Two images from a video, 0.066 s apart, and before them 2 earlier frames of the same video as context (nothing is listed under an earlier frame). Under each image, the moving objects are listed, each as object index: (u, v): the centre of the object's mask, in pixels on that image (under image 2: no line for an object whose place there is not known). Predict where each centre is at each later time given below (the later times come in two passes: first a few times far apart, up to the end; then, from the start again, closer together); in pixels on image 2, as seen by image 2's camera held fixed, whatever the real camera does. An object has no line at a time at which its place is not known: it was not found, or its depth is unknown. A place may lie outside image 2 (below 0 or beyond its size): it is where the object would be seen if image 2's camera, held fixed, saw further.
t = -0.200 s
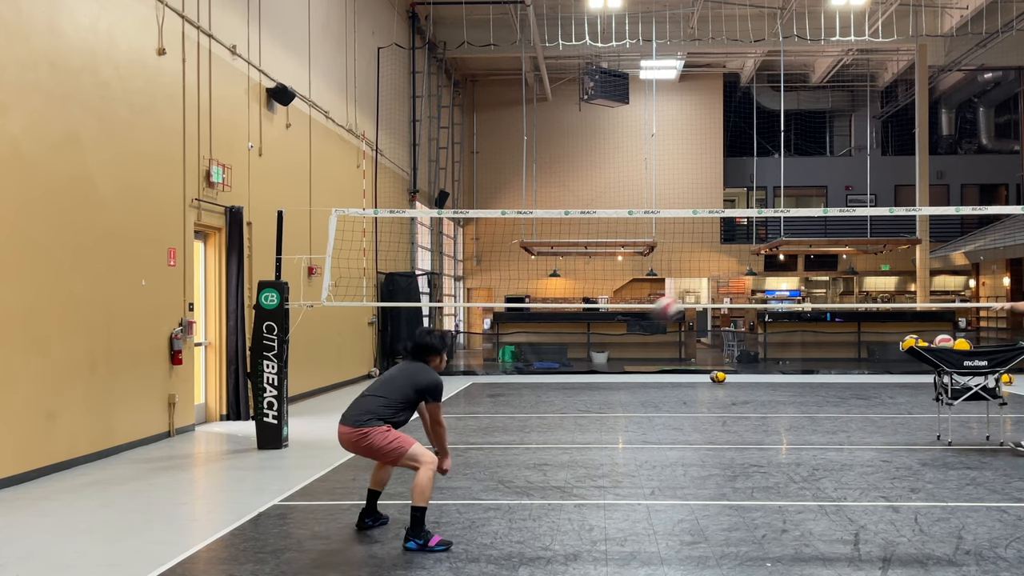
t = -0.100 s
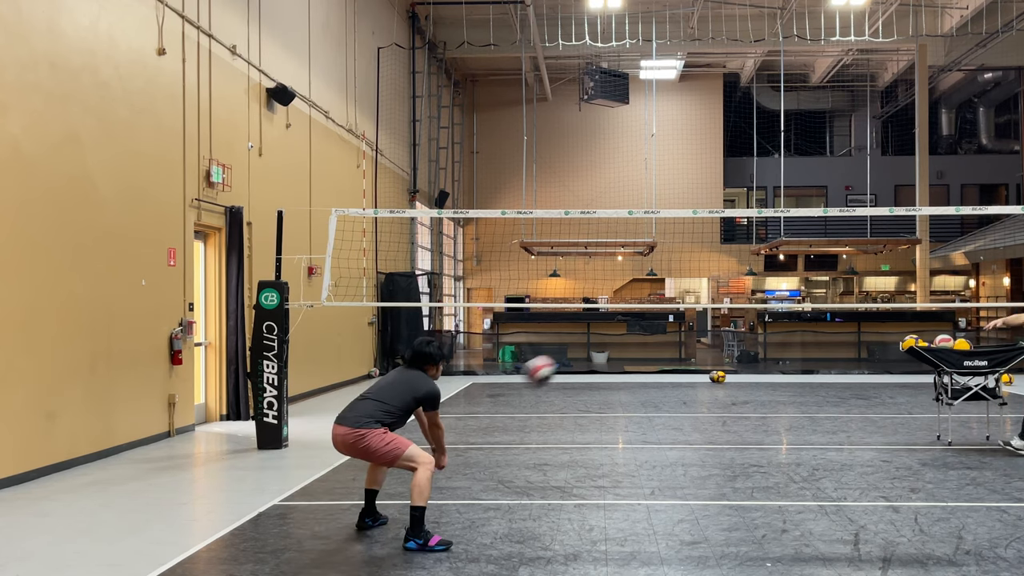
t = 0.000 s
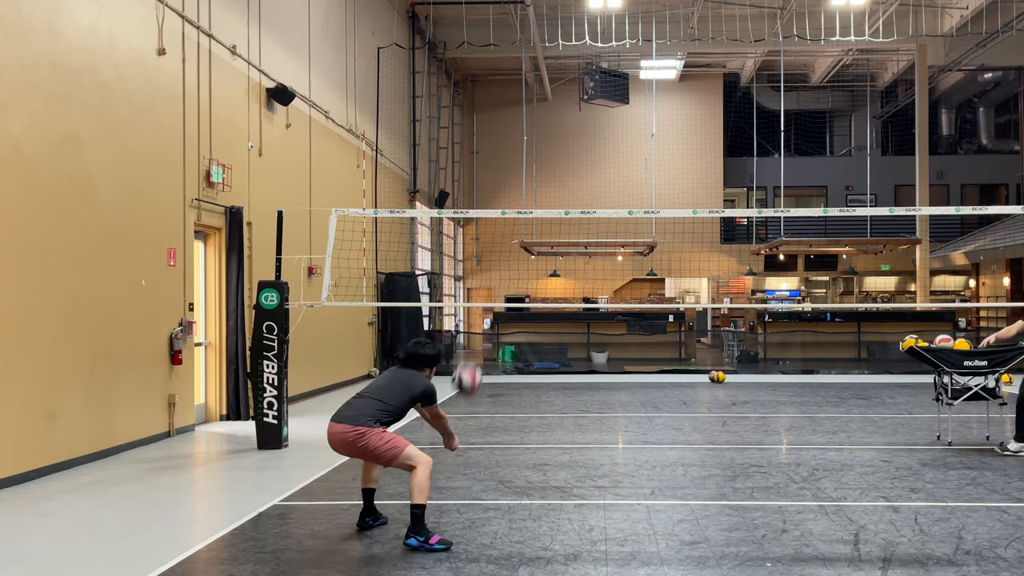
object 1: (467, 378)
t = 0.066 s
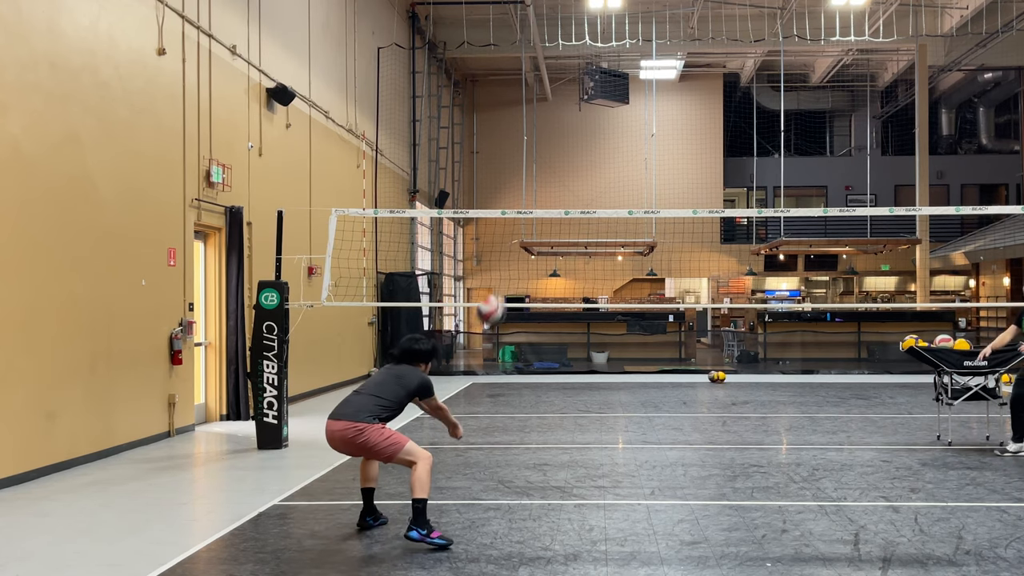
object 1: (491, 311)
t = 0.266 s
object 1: (558, 155)
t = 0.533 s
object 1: (634, 45)
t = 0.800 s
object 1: (700, 29)
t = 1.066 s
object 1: (759, 92)
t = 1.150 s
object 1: (777, 128)
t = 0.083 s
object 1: (497, 295)
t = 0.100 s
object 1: (503, 279)
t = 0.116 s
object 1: (509, 265)
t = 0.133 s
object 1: (515, 250)
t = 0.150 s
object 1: (521, 237)
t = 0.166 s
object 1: (525, 225)
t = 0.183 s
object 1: (531, 212)
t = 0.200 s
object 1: (537, 199)
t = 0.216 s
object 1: (542, 188)
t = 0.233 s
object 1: (548, 176)
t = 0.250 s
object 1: (552, 165)
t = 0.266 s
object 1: (558, 155)
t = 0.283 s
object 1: (562, 145)
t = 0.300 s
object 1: (568, 136)
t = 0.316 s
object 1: (573, 127)
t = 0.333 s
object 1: (578, 118)
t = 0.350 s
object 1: (583, 110)
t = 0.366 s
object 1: (587, 102)
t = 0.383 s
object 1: (593, 95)
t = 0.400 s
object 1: (597, 88)
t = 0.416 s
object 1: (601, 82)
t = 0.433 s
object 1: (606, 75)
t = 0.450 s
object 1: (611, 67)
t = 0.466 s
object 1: (615, 63)
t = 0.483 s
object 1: (620, 59)
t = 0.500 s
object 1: (625, 54)
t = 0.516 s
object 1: (629, 49)
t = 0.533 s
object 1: (634, 45)
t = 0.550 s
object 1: (638, 42)
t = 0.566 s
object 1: (642, 39)
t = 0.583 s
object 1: (647, 36)
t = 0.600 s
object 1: (651, 33)
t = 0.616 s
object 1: (655, 31)
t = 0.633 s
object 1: (660, 29)
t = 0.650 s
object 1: (664, 28)
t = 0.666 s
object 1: (668, 26)
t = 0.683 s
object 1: (672, 26)
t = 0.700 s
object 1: (676, 25)
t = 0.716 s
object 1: (680, 25)
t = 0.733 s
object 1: (685, 25)
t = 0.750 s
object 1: (688, 25)
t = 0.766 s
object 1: (692, 26)
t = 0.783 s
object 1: (696, 28)
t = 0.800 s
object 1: (700, 29)
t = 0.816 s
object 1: (704, 31)
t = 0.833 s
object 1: (708, 33)
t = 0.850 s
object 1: (712, 35)
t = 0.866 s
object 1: (716, 38)
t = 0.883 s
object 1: (719, 41)
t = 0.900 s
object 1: (722, 44)
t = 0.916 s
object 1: (727, 48)
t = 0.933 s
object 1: (730, 52)
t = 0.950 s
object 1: (734, 56)
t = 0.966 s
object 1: (738, 60)
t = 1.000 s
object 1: (745, 71)
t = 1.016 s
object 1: (748, 76)
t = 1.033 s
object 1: (752, 81)
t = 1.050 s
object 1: (755, 86)
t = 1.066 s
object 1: (759, 92)
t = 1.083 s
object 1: (762, 99)
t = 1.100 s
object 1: (766, 106)
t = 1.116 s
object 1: (769, 113)
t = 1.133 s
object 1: (773, 120)
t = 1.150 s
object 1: (777, 128)
